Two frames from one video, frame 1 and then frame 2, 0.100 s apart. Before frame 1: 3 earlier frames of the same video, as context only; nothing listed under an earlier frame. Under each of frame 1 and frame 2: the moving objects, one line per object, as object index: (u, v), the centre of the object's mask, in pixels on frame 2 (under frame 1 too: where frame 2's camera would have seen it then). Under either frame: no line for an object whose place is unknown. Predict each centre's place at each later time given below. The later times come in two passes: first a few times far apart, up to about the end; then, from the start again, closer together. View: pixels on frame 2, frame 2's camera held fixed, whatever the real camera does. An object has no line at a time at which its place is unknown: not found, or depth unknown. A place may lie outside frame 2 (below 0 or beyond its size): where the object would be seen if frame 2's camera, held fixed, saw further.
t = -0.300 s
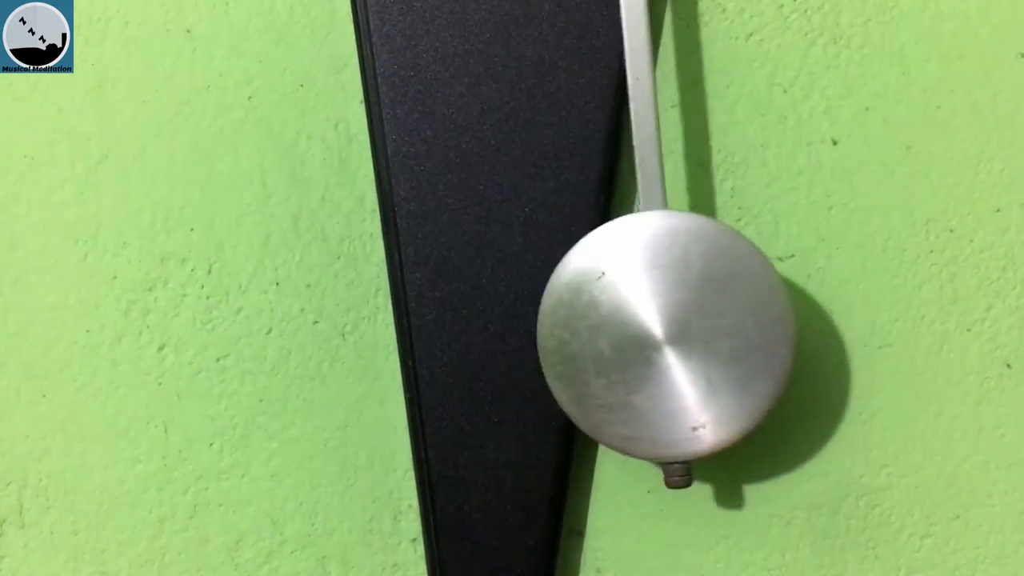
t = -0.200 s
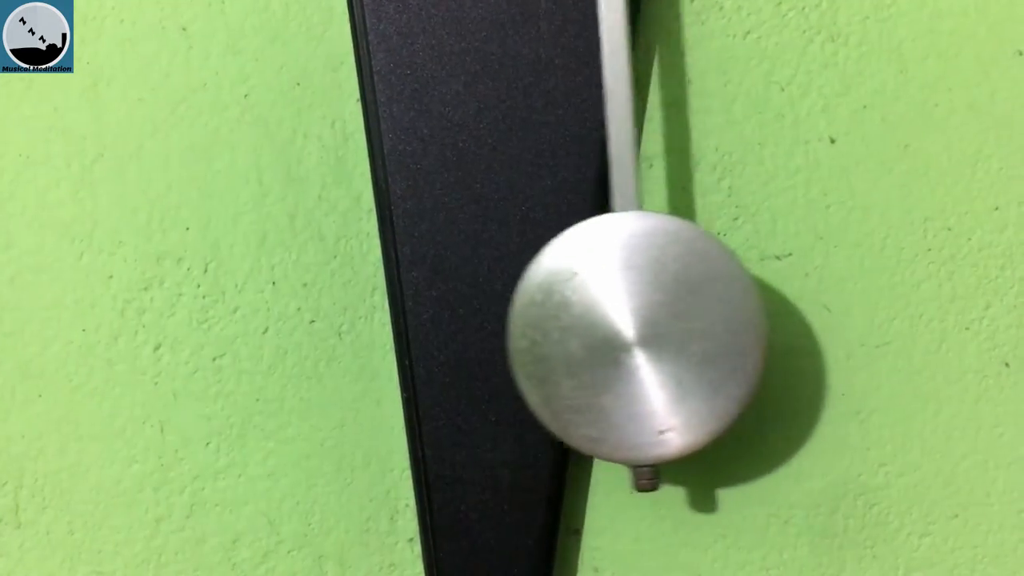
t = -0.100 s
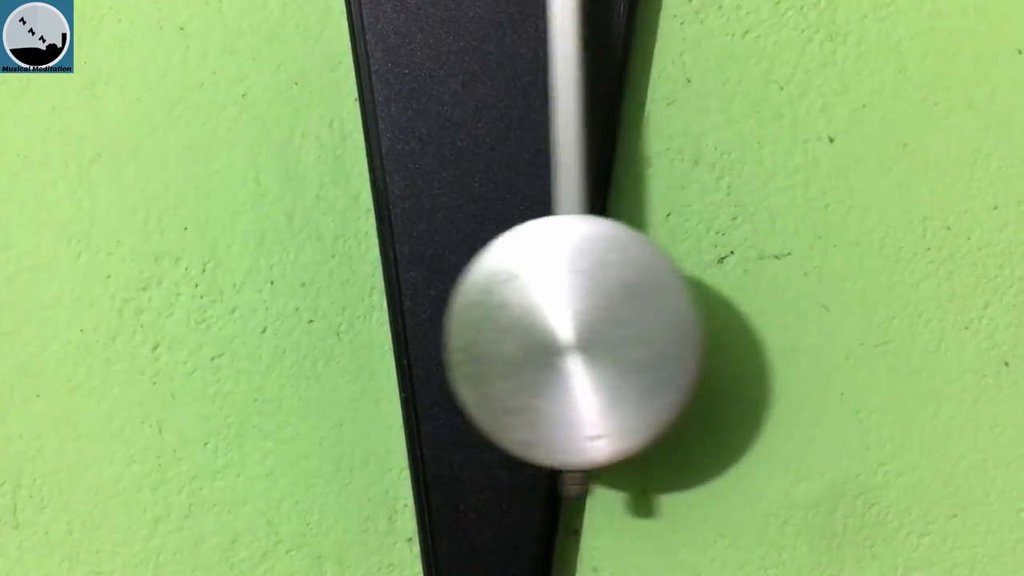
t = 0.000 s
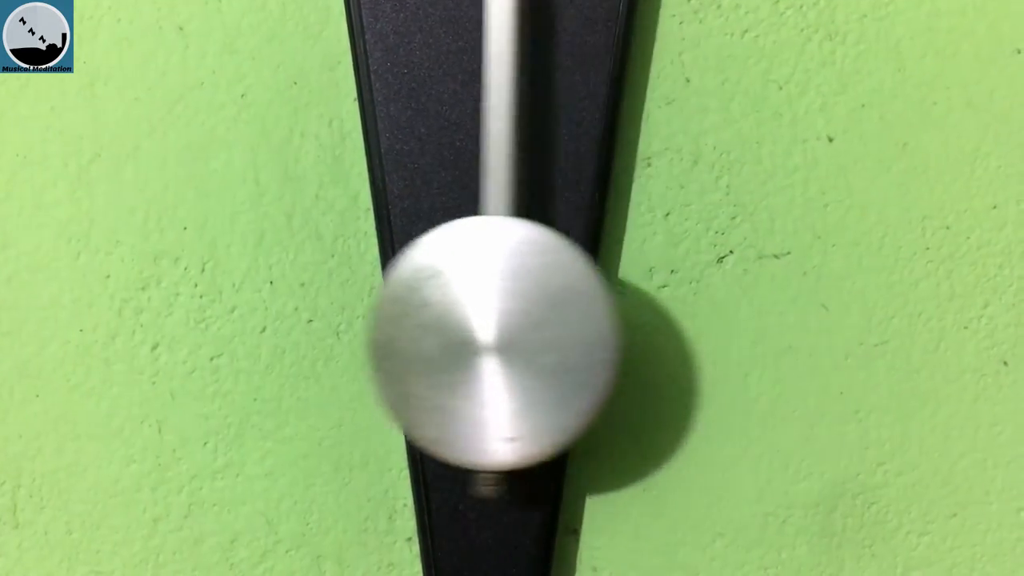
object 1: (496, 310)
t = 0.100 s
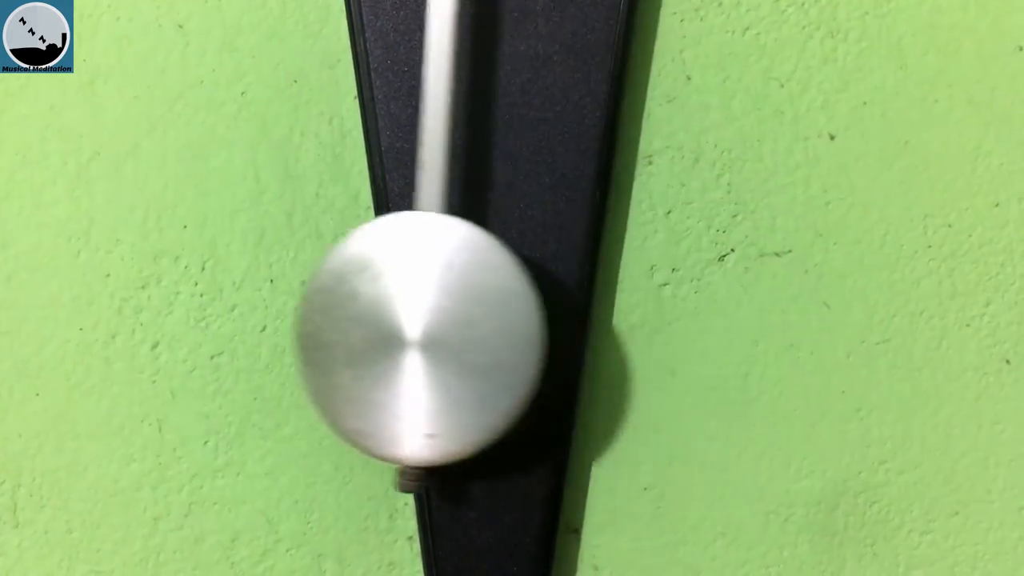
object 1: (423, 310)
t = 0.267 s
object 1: (365, 311)
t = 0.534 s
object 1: (489, 311)
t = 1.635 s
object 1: (433, 314)
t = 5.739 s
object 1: (583, 312)
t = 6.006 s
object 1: (414, 313)
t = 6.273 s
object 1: (412, 315)
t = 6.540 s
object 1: (578, 312)
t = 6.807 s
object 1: (629, 313)
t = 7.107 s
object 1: (455, 315)
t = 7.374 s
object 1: (383, 317)
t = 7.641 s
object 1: (527, 316)
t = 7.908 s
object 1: (640, 316)
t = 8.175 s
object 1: (529, 316)
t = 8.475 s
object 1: (382, 317)
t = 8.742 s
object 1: (475, 319)
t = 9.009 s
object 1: (629, 315)
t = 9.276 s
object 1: (579, 314)
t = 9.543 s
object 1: (412, 315)
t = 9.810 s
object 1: (411, 317)
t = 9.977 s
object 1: (515, 316)
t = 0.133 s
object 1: (403, 312)
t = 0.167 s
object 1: (387, 311)
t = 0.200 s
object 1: (375, 311)
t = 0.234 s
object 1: (367, 312)
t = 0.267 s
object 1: (365, 311)
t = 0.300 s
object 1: (367, 311)
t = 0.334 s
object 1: (374, 310)
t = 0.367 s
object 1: (385, 310)
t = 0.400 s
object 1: (400, 310)
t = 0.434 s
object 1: (419, 309)
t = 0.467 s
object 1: (441, 310)
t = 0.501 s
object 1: (464, 311)
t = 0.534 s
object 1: (489, 311)
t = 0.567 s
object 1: (514, 312)
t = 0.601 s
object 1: (538, 313)
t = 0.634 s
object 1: (564, 313)
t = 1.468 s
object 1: (362, 313)
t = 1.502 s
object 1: (368, 313)
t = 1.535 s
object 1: (379, 313)
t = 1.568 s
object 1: (393, 314)
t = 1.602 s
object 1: (412, 314)
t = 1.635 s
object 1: (433, 314)
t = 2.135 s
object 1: (632, 313)
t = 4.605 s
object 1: (562, 313)
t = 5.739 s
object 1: (583, 312)
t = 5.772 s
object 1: (562, 311)
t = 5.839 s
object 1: (518, 312)
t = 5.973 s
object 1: (432, 312)
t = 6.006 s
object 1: (414, 313)
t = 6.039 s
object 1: (400, 314)
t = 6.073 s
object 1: (389, 313)
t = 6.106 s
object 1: (382, 315)
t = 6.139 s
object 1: (379, 315)
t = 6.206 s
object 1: (387, 315)
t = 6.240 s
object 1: (398, 315)
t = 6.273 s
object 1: (412, 315)
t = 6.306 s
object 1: (429, 314)
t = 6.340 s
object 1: (449, 314)
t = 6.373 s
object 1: (470, 312)
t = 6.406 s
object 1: (492, 311)
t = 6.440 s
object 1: (514, 312)
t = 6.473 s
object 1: (536, 313)
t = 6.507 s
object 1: (558, 312)
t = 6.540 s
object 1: (578, 312)
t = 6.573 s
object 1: (596, 312)
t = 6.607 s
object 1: (612, 312)
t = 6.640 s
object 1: (625, 312)
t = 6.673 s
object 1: (634, 312)
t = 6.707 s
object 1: (639, 312)
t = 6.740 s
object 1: (640, 312)
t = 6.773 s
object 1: (637, 313)
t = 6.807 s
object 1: (629, 313)
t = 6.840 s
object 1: (619, 314)
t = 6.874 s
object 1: (603, 314)
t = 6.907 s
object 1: (586, 314)
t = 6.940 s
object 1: (566, 315)
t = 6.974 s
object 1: (544, 316)
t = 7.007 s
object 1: (522, 315)
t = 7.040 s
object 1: (500, 315)
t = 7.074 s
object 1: (477, 315)
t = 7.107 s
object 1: (455, 315)
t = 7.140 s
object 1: (434, 316)
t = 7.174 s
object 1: (416, 316)
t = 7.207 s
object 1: (400, 316)
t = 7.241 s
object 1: (389, 316)
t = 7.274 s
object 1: (381, 316)
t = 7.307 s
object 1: (377, 317)
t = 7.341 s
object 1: (378, 317)
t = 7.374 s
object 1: (383, 317)
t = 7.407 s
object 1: (392, 317)
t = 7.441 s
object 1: (405, 317)
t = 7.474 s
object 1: (421, 317)
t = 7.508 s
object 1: (439, 317)
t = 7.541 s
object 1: (460, 316)
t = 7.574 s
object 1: (482, 317)
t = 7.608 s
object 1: (505, 315)
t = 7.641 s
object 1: (527, 316)
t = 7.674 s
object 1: (550, 315)
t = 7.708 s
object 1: (571, 315)
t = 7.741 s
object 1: (590, 316)
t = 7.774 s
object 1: (607, 315)
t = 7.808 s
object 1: (621, 315)
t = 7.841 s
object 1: (631, 315)
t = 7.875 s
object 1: (638, 315)
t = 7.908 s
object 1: (640, 316)
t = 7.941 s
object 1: (638, 316)
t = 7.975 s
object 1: (632, 317)
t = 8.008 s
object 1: (621, 316)
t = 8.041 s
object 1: (608, 316)
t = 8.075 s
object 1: (591, 316)
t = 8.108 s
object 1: (572, 315)
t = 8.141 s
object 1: (551, 315)
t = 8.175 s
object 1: (529, 316)
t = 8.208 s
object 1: (507, 316)
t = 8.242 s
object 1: (485, 315)
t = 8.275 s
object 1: (464, 315)
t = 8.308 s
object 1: (444, 314)
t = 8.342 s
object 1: (426, 313)
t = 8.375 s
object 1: (410, 314)
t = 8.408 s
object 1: (397, 314)
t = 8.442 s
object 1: (388, 315)
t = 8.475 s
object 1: (382, 317)
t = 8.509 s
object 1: (381, 317)
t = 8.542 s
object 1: (383, 317)
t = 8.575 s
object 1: (390, 318)
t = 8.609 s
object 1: (401, 318)
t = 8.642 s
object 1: (416, 318)
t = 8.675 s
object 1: (433, 319)
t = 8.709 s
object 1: (453, 319)
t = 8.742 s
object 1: (475, 319)
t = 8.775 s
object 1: (498, 318)
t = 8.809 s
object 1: (521, 318)
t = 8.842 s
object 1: (544, 317)
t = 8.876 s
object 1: (566, 316)
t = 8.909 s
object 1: (586, 316)
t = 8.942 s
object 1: (604, 317)
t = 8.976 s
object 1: (618, 316)
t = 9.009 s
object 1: (629, 315)
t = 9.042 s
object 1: (637, 315)
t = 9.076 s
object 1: (640, 314)
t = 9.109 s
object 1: (639, 314)
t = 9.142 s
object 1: (634, 314)
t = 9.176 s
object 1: (625, 314)
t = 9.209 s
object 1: (613, 313)
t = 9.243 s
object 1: (597, 314)
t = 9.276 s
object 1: (579, 314)
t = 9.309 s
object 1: (558, 315)
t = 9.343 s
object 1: (537, 315)
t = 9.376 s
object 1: (514, 314)
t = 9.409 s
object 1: (492, 314)
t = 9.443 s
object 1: (470, 313)
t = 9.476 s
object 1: (449, 314)
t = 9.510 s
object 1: (429, 315)
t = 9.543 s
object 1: (412, 315)
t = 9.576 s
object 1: (398, 316)
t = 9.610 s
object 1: (387, 317)
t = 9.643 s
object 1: (381, 317)
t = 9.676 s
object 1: (378, 317)
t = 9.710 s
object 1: (380, 317)
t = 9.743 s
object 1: (387, 317)
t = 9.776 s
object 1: (397, 317)
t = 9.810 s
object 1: (411, 317)
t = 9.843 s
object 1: (428, 317)
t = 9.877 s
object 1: (448, 318)
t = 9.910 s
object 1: (470, 316)
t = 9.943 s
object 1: (493, 313)
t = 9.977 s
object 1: (515, 316)
